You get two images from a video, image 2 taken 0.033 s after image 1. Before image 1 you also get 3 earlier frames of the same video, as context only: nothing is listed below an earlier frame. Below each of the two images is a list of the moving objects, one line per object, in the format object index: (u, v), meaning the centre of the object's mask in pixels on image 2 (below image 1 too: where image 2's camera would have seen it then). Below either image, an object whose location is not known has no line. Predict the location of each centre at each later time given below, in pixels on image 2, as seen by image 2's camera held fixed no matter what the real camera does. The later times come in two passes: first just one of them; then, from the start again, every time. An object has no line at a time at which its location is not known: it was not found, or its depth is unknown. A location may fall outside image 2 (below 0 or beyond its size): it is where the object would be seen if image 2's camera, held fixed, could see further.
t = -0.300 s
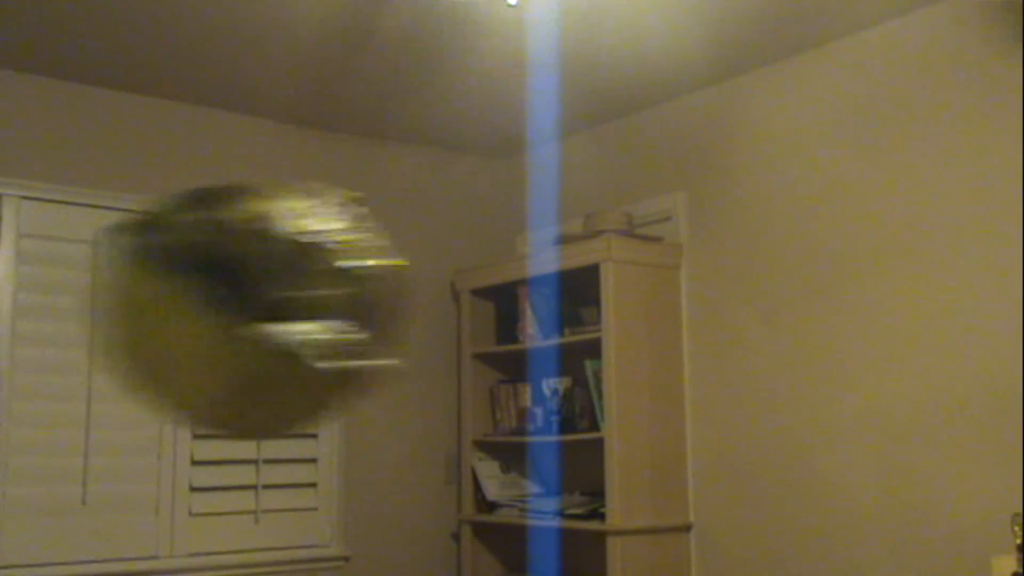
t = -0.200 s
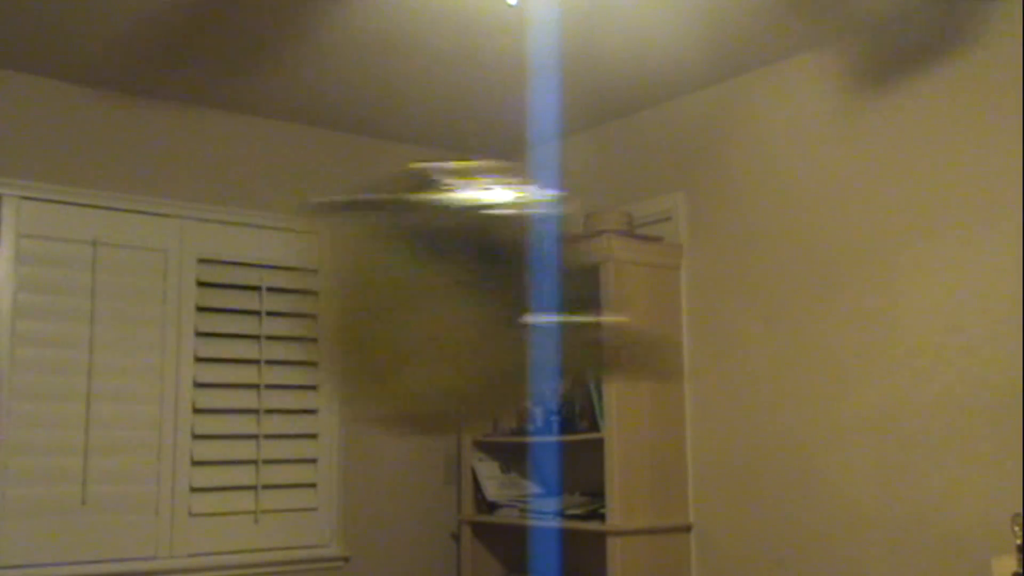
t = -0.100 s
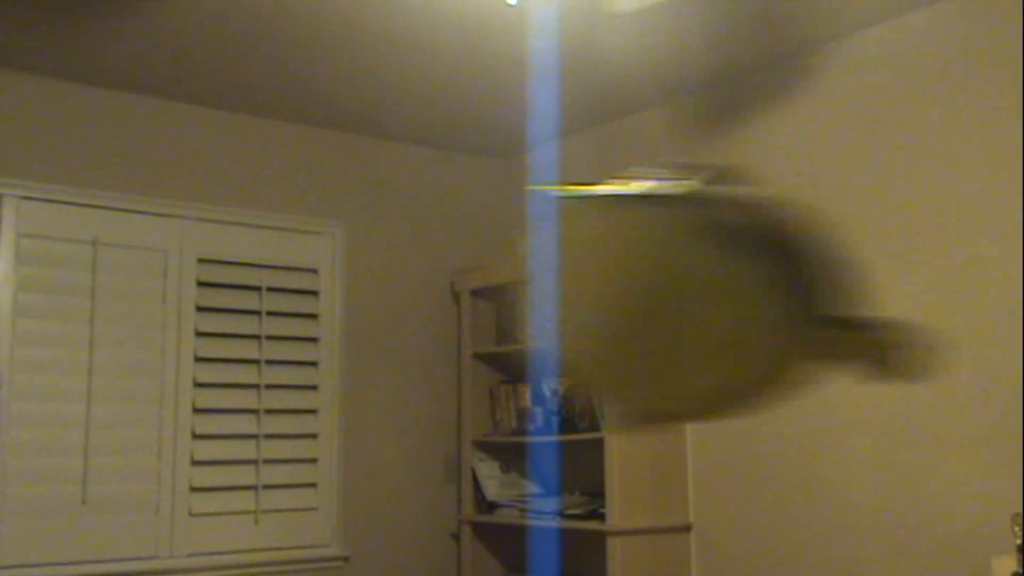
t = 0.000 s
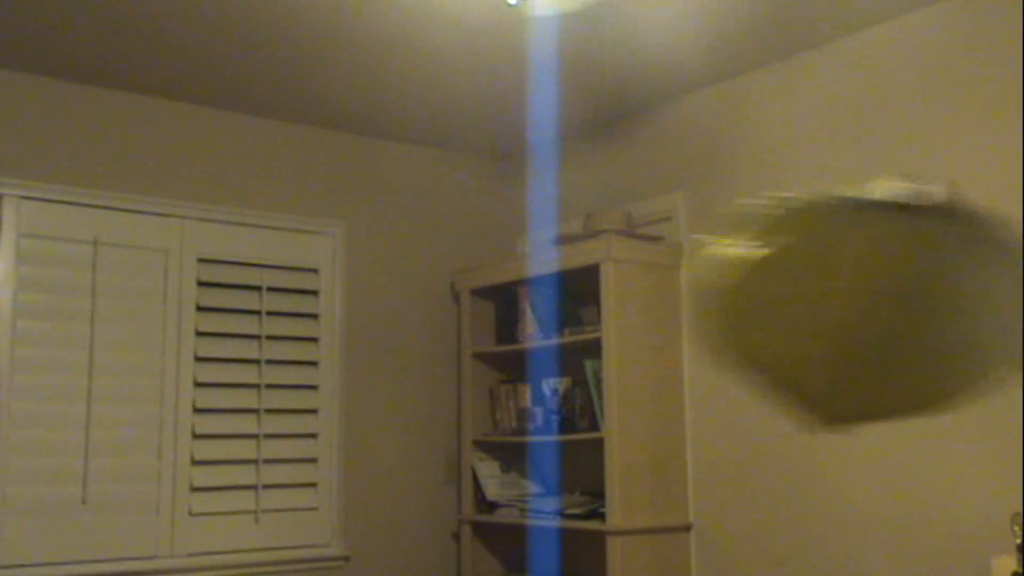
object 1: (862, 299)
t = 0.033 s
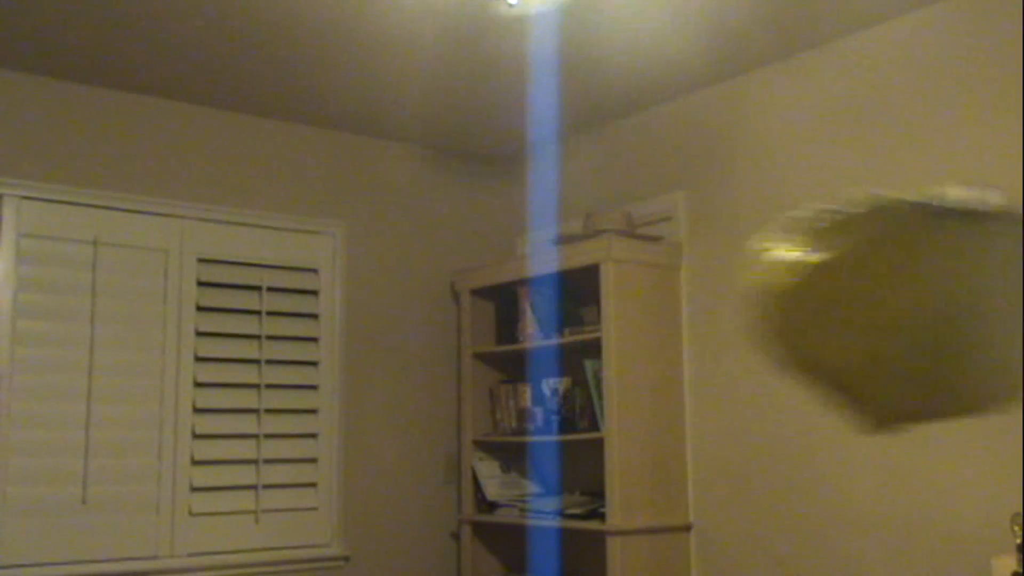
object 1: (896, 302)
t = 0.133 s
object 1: (956, 319)
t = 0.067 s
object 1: (922, 305)
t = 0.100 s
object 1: (940, 314)
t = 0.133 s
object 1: (956, 319)
